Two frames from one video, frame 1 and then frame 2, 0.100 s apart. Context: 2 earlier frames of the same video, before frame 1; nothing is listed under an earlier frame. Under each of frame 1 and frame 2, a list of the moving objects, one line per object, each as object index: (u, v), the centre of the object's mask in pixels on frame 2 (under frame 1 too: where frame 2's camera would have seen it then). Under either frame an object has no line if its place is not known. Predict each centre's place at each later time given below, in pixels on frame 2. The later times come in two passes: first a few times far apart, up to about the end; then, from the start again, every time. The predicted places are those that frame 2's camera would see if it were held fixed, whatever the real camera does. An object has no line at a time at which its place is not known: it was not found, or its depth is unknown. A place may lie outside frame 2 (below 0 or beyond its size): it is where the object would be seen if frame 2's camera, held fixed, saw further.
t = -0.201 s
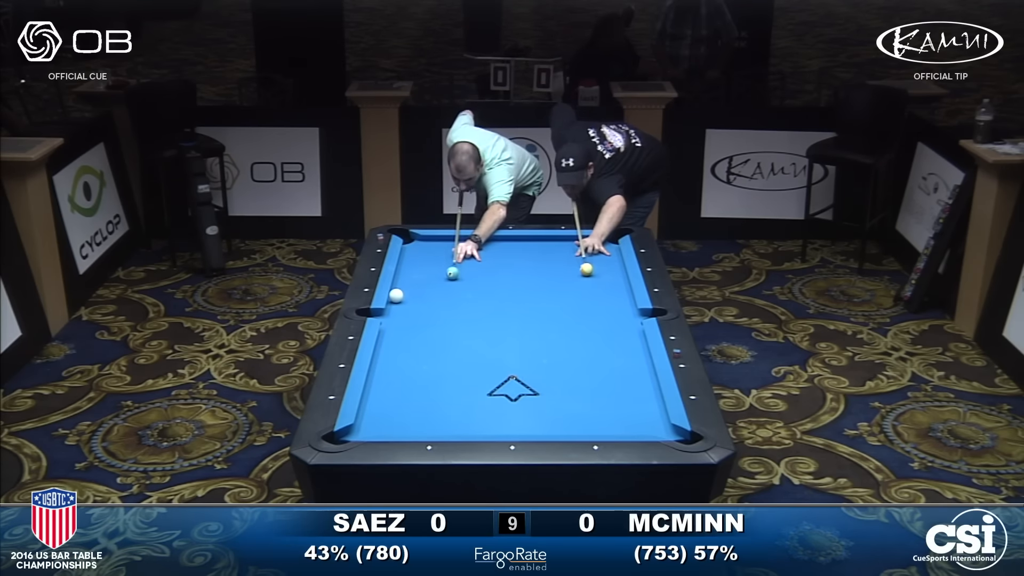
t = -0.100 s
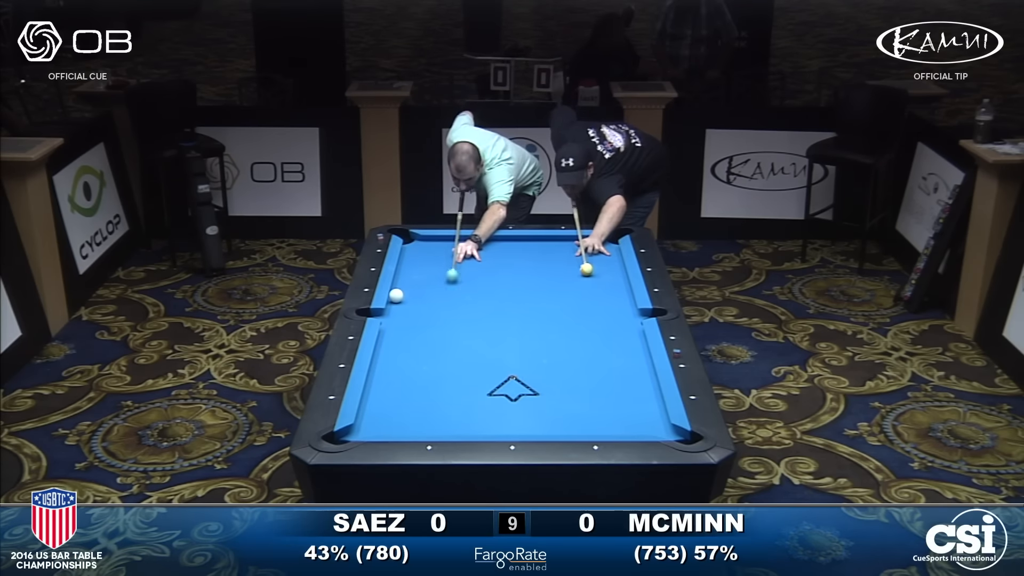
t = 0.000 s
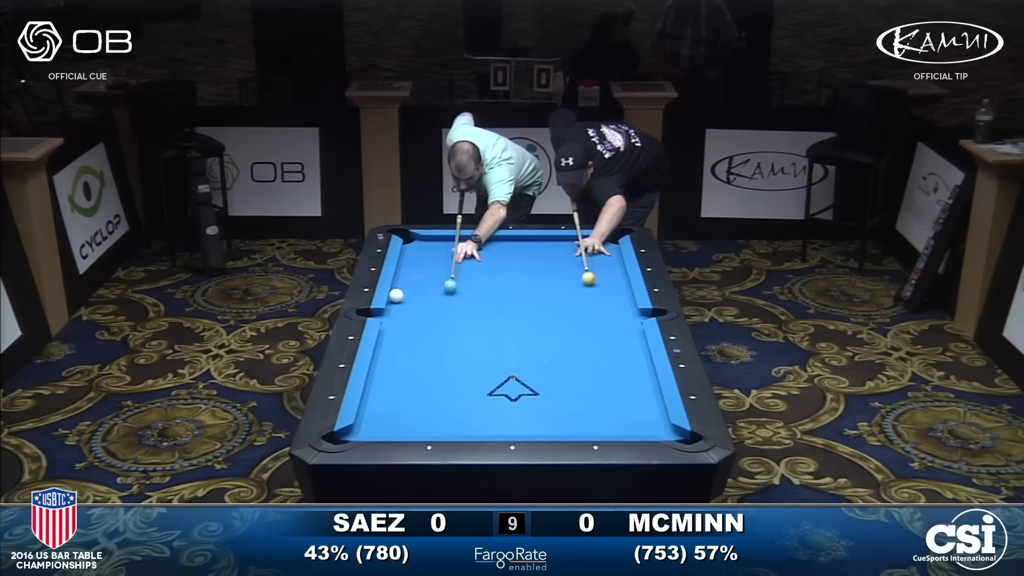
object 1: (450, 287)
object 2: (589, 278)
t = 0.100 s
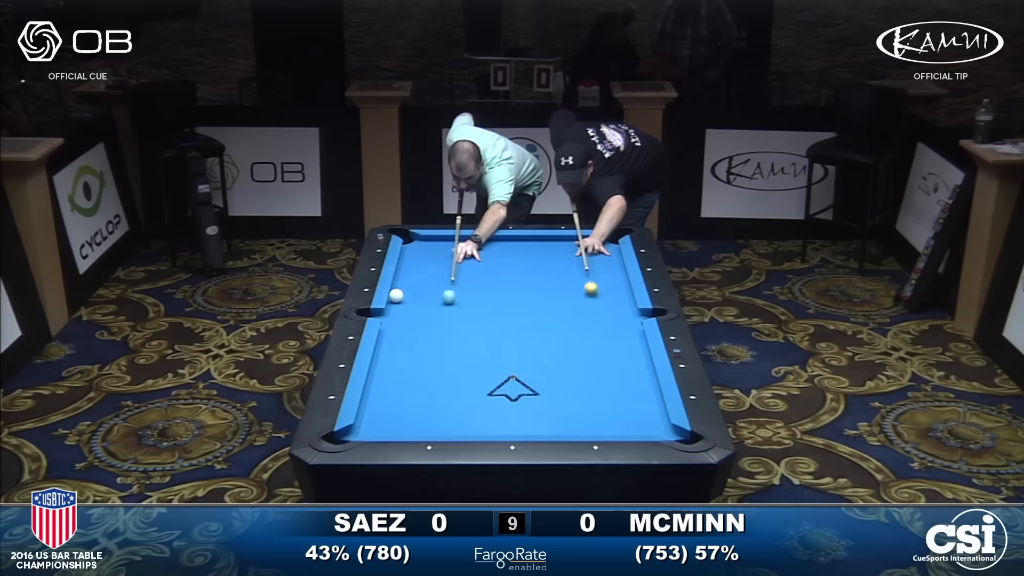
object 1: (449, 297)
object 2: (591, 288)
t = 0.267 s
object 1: (446, 316)
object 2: (595, 305)
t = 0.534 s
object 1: (441, 350)
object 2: (600, 334)
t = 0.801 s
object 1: (435, 388)
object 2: (607, 366)
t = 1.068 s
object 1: (428, 428)
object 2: (614, 402)
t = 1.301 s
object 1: (431, 414)
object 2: (619, 428)
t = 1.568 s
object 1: (436, 392)
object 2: (614, 408)
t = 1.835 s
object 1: (439, 372)
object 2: (609, 388)
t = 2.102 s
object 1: (443, 355)
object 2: (605, 369)
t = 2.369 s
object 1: (446, 340)
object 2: (601, 352)
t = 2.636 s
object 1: (449, 326)
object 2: (597, 337)
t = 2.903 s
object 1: (452, 313)
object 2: (594, 324)
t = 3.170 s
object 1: (454, 302)
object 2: (591, 312)
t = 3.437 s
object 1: (456, 291)
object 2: (588, 301)
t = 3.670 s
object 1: (458, 283)
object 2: (585, 292)
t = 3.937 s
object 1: (460, 275)
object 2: (582, 284)
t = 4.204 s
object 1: (461, 267)
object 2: (580, 275)
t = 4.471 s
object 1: (462, 260)
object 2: (579, 268)
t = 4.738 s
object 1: (464, 254)
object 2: (578, 262)
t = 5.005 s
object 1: (465, 249)
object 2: (576, 256)
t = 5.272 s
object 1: (467, 244)
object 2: (575, 251)
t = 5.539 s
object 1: (468, 240)
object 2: (574, 246)
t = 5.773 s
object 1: (469, 239)
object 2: (572, 242)
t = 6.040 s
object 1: (468, 241)
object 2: (570, 239)
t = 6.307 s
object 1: (467, 243)
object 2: (570, 239)
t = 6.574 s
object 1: (466, 244)
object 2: (569, 241)
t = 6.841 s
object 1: (466, 245)
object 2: (569, 242)
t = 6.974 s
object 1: (466, 246)
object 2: (568, 242)
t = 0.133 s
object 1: (448, 301)
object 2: (591, 291)
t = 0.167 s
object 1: (447, 305)
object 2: (592, 295)
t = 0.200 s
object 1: (447, 309)
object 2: (593, 298)
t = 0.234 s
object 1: (446, 312)
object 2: (594, 301)
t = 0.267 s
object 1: (446, 316)
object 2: (595, 305)
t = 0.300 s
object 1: (445, 321)
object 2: (595, 308)
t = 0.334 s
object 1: (444, 325)
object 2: (595, 312)
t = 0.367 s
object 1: (444, 328)
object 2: (597, 316)
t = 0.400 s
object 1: (443, 333)
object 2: (597, 319)
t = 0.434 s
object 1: (442, 337)
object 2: (598, 323)
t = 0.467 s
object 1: (442, 341)
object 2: (599, 326)
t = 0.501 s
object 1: (441, 345)
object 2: (599, 330)
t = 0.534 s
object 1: (441, 350)
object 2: (600, 334)
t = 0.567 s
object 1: (440, 354)
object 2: (601, 338)
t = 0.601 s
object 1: (439, 358)
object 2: (602, 342)
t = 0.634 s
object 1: (439, 363)
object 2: (603, 345)
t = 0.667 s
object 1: (438, 368)
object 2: (603, 349)
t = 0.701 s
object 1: (437, 373)
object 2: (604, 353)
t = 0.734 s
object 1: (436, 378)
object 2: (605, 357)
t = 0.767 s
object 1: (435, 383)
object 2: (606, 362)
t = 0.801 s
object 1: (435, 388)
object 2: (607, 366)
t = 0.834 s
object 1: (434, 393)
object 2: (607, 370)
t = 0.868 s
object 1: (433, 398)
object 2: (609, 375)
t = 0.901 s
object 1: (432, 403)
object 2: (609, 379)
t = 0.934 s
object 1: (431, 409)
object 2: (610, 383)
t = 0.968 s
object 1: (430, 414)
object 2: (611, 388)
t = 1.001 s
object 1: (430, 419)
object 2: (612, 393)
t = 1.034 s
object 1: (429, 424)
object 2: (613, 397)
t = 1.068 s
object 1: (428, 428)
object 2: (614, 402)
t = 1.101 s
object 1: (428, 429)
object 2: (615, 407)
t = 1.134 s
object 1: (428, 427)
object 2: (616, 412)
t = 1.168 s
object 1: (429, 425)
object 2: (616, 416)
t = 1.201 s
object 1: (429, 423)
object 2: (618, 422)
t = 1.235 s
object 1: (430, 419)
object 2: (618, 425)
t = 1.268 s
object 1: (431, 416)
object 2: (619, 428)
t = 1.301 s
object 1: (431, 414)
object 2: (619, 428)
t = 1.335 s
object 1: (432, 411)
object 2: (618, 426)
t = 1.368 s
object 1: (432, 408)
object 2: (618, 424)
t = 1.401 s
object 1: (433, 405)
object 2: (617, 422)
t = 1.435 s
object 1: (433, 403)
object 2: (616, 419)
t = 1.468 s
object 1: (434, 400)
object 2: (616, 417)
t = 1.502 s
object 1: (435, 397)
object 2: (615, 414)
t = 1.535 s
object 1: (435, 395)
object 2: (614, 411)
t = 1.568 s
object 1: (436, 392)
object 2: (614, 408)
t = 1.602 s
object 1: (436, 390)
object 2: (613, 405)
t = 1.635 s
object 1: (437, 387)
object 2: (612, 402)
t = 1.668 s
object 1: (437, 384)
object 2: (612, 400)
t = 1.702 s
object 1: (438, 382)
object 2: (611, 397)
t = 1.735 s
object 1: (438, 380)
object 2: (610, 395)
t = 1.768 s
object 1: (438, 377)
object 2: (610, 393)
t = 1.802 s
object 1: (439, 375)
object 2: (609, 390)
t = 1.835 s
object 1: (439, 372)
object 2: (609, 388)
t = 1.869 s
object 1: (440, 370)
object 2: (608, 385)
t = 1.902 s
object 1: (440, 368)
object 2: (608, 383)
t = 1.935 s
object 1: (441, 366)
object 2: (607, 380)
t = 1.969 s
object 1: (441, 364)
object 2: (607, 378)
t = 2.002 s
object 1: (442, 362)
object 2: (606, 375)
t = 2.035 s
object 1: (442, 359)
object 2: (606, 373)
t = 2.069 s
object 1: (442, 357)
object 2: (605, 371)
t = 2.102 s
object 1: (443, 355)
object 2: (605, 369)
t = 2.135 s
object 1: (443, 353)
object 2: (604, 367)
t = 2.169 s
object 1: (443, 351)
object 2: (603, 365)
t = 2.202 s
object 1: (444, 349)
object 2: (603, 363)
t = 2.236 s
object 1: (444, 347)
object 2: (602, 360)
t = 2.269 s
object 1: (445, 345)
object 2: (602, 358)
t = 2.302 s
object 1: (445, 343)
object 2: (602, 356)
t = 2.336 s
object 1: (446, 341)
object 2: (601, 354)
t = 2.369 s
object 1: (446, 340)
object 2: (601, 352)
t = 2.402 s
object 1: (446, 338)
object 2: (600, 350)
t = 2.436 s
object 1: (447, 336)
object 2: (600, 348)
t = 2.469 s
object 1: (447, 334)
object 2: (599, 347)
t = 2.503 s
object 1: (447, 332)
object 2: (599, 344)
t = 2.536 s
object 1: (448, 331)
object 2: (598, 343)
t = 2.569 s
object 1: (448, 329)
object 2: (598, 341)
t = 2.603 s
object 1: (448, 327)
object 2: (598, 339)
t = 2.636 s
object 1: (449, 326)
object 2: (597, 337)
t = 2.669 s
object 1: (449, 324)
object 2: (597, 336)
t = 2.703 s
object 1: (449, 322)
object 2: (596, 334)
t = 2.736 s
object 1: (450, 321)
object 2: (596, 332)
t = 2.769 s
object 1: (450, 319)
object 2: (595, 331)
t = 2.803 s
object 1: (450, 318)
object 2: (595, 329)
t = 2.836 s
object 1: (451, 316)
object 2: (594, 327)
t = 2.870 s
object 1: (451, 315)
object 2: (594, 326)
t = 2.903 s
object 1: (452, 313)
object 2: (594, 324)
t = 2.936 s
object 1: (452, 312)
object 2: (593, 323)
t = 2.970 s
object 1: (452, 310)
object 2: (593, 321)
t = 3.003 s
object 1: (453, 308)
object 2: (593, 319)
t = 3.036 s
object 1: (453, 307)
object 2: (592, 318)
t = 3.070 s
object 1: (453, 306)
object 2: (592, 316)
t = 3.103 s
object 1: (454, 304)
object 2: (591, 315)
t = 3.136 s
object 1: (454, 303)
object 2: (591, 314)
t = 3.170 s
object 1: (454, 302)
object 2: (591, 312)
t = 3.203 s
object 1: (454, 300)
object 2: (590, 311)
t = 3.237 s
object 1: (454, 299)
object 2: (590, 309)
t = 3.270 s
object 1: (455, 298)
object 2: (589, 308)
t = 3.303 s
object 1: (455, 297)
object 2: (589, 306)
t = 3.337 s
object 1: (456, 295)
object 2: (589, 305)
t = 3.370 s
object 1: (456, 294)
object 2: (588, 304)
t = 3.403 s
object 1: (456, 293)
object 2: (588, 302)
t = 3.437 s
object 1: (456, 291)
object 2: (588, 301)
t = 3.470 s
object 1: (457, 290)
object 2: (587, 300)
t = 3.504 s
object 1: (457, 289)
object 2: (587, 298)
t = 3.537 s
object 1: (457, 288)
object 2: (587, 297)
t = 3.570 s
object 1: (457, 287)
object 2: (586, 296)
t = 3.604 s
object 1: (457, 286)
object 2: (586, 295)
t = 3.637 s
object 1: (458, 284)
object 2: (585, 294)
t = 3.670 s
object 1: (458, 283)
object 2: (585, 292)
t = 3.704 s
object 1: (458, 282)
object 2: (585, 291)
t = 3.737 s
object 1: (458, 281)
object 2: (585, 290)
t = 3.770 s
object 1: (459, 280)
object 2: (584, 289)
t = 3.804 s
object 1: (459, 279)
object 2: (584, 288)
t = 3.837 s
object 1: (459, 278)
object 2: (584, 287)
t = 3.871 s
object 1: (459, 277)
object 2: (583, 286)
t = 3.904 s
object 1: (460, 276)
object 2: (583, 285)
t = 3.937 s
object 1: (460, 275)
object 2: (582, 284)
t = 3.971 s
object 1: (460, 274)
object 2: (582, 283)
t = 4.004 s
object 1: (460, 273)
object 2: (582, 282)
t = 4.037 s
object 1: (460, 272)
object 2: (581, 281)
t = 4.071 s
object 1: (460, 271)
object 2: (581, 280)
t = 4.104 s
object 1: (460, 270)
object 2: (581, 279)
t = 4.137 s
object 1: (461, 269)
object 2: (581, 277)
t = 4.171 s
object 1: (461, 268)
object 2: (581, 276)
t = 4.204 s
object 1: (461, 267)
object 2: (580, 275)
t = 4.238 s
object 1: (461, 266)
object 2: (580, 274)
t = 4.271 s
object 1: (461, 266)
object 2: (580, 274)
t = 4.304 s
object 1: (462, 265)
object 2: (580, 273)
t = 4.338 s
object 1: (462, 264)
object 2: (580, 272)
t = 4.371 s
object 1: (462, 263)
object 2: (580, 271)
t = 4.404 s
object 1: (462, 262)
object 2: (579, 270)
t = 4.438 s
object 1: (462, 261)
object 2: (579, 269)
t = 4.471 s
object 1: (462, 260)
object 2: (579, 268)
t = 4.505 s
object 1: (462, 260)
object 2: (579, 267)
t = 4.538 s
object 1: (463, 259)
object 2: (579, 267)
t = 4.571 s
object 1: (463, 258)
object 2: (578, 266)
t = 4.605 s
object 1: (463, 257)
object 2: (578, 265)
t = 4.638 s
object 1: (463, 256)
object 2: (578, 264)
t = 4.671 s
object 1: (463, 256)
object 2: (578, 263)
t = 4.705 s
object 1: (464, 255)
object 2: (578, 263)
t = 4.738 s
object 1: (464, 254)
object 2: (578, 262)
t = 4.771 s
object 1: (464, 254)
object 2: (578, 261)
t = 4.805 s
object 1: (464, 253)
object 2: (578, 260)
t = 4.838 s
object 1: (464, 252)
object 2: (577, 260)
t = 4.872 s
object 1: (464, 252)
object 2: (577, 259)
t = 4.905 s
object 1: (465, 251)
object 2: (577, 258)
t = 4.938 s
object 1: (465, 250)
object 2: (577, 257)
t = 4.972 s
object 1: (465, 250)
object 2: (577, 257)
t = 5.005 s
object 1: (465, 249)
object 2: (576, 256)
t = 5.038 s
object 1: (465, 248)
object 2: (576, 255)
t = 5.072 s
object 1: (465, 248)
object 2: (576, 255)
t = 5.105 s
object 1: (466, 247)
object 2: (576, 254)
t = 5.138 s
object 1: (466, 246)
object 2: (576, 253)
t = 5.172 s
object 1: (466, 246)
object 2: (575, 253)
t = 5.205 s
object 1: (466, 245)
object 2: (575, 252)
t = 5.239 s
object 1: (466, 244)
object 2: (575, 251)
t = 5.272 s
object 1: (467, 244)
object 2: (575, 251)
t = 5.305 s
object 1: (467, 243)
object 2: (575, 250)
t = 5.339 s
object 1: (467, 243)
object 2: (575, 250)
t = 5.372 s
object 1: (467, 242)
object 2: (574, 249)
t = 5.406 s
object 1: (468, 242)
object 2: (574, 248)
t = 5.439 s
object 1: (468, 241)
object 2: (574, 248)
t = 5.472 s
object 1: (468, 241)
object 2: (574, 247)
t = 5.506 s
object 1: (468, 240)
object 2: (574, 247)
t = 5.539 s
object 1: (468, 240)
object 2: (574, 246)
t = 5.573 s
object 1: (468, 239)
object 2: (573, 246)
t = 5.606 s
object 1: (468, 239)
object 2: (573, 245)
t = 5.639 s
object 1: (469, 238)
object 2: (573, 244)
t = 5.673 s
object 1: (469, 238)
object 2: (573, 244)
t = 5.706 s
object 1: (469, 239)
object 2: (572, 243)
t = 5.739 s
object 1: (469, 239)
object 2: (572, 243)
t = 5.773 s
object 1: (469, 239)
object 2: (572, 242)
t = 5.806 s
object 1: (469, 239)
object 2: (572, 242)
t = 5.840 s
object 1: (469, 240)
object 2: (572, 242)
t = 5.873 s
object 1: (469, 240)
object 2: (571, 241)
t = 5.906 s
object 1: (469, 240)
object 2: (571, 241)
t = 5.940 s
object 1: (468, 241)
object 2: (571, 240)
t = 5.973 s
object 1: (468, 241)
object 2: (571, 240)
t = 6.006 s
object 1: (468, 241)
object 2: (570, 239)
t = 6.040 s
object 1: (468, 241)
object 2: (570, 239)
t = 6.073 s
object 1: (468, 241)
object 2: (570, 238)
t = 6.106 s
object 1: (468, 242)
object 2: (570, 238)
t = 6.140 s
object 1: (468, 242)
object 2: (570, 238)
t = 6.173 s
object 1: (468, 242)
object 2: (570, 238)
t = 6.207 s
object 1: (468, 242)
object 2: (570, 238)
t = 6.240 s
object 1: (467, 242)
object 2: (570, 239)
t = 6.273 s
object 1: (467, 242)
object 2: (570, 239)
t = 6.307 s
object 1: (467, 243)
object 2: (570, 239)
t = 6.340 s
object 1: (467, 243)
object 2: (570, 239)
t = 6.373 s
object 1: (467, 243)
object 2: (569, 240)
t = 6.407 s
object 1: (467, 243)
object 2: (569, 240)
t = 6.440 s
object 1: (467, 244)
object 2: (569, 240)
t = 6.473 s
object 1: (467, 244)
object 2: (569, 240)
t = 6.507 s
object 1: (467, 244)
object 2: (569, 241)
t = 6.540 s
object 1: (467, 244)
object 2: (569, 241)
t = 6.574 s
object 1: (466, 244)
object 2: (569, 241)
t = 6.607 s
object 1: (466, 244)
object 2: (569, 241)
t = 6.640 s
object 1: (466, 244)
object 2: (569, 241)
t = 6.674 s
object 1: (466, 245)
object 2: (569, 241)
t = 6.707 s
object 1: (466, 245)
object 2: (568, 241)
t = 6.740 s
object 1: (466, 245)
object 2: (568, 241)
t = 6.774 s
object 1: (466, 245)
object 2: (568, 242)
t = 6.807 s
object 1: (466, 245)
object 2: (568, 242)
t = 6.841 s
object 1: (466, 245)
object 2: (569, 242)
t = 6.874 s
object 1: (466, 245)
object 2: (569, 242)
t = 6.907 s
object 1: (466, 246)
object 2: (569, 242)
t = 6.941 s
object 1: (466, 246)
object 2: (568, 242)
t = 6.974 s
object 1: (466, 246)
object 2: (568, 242)
